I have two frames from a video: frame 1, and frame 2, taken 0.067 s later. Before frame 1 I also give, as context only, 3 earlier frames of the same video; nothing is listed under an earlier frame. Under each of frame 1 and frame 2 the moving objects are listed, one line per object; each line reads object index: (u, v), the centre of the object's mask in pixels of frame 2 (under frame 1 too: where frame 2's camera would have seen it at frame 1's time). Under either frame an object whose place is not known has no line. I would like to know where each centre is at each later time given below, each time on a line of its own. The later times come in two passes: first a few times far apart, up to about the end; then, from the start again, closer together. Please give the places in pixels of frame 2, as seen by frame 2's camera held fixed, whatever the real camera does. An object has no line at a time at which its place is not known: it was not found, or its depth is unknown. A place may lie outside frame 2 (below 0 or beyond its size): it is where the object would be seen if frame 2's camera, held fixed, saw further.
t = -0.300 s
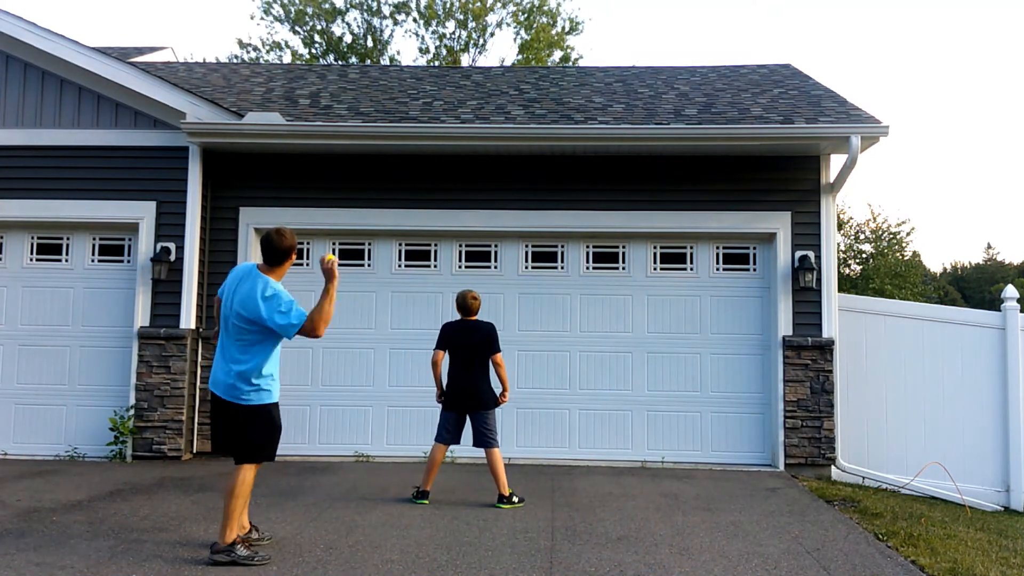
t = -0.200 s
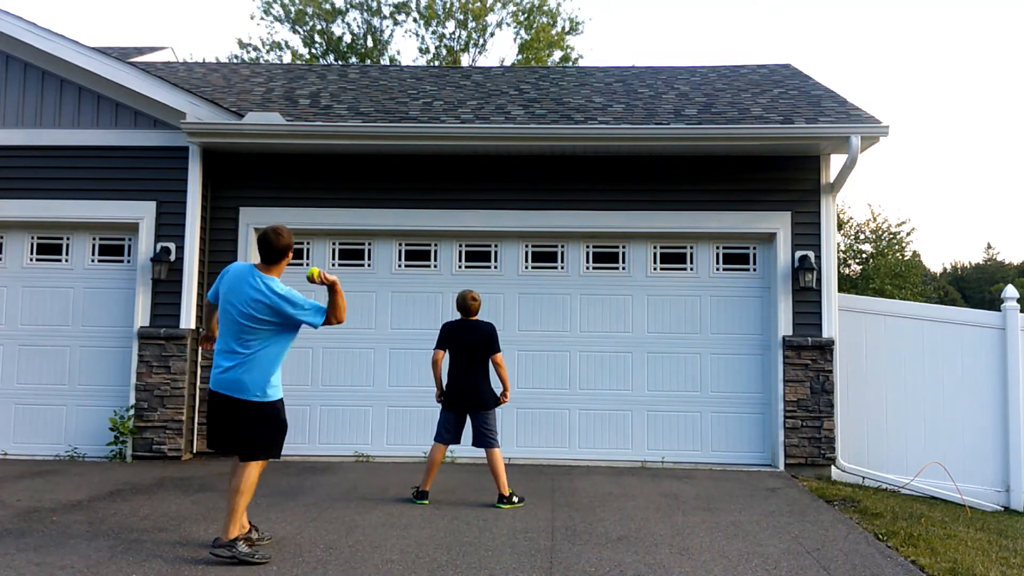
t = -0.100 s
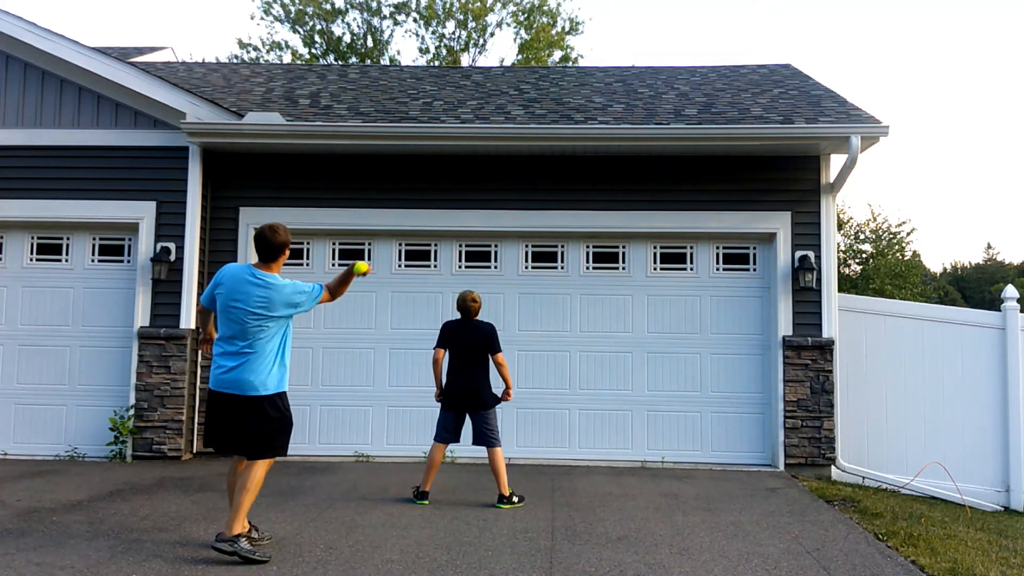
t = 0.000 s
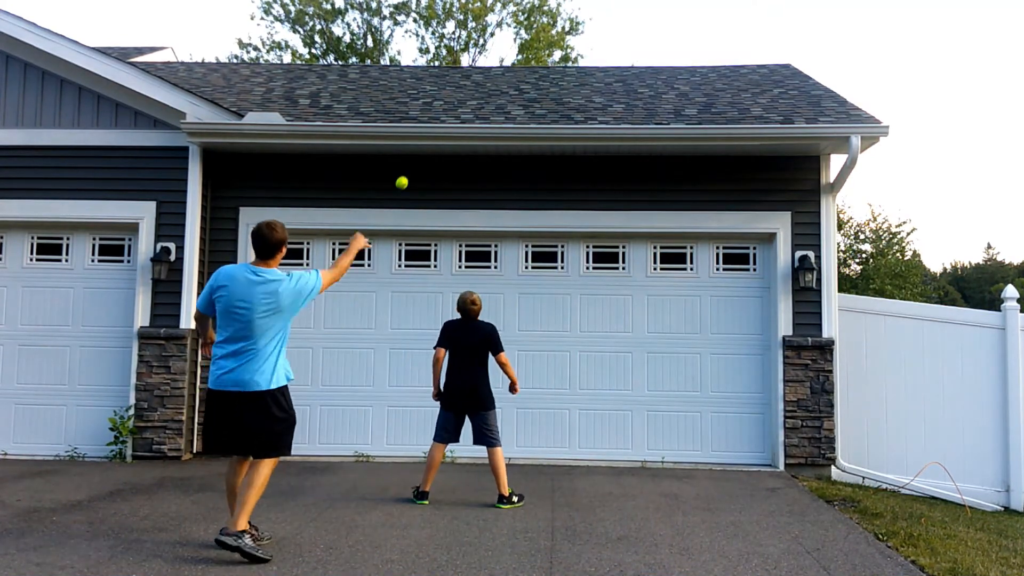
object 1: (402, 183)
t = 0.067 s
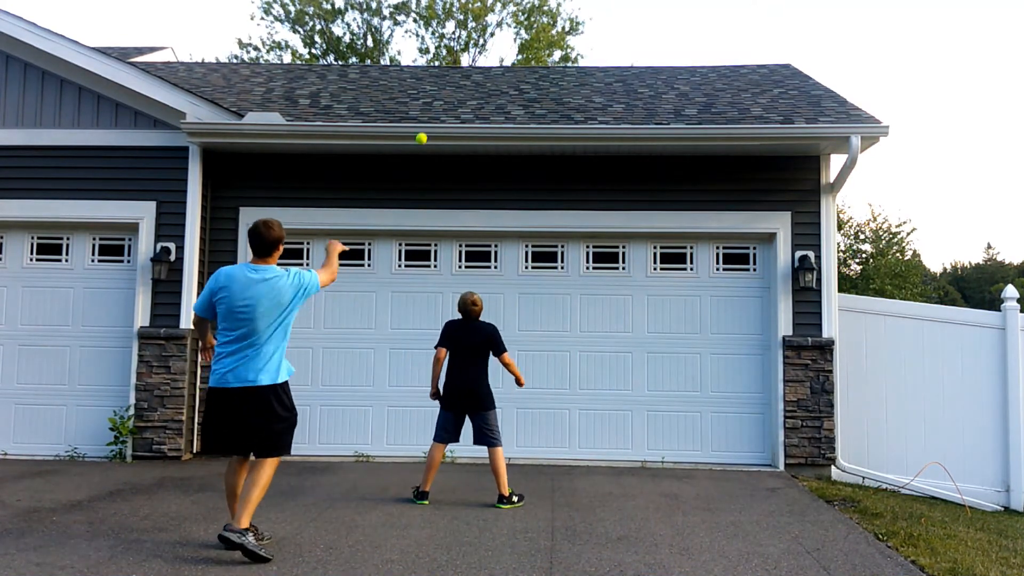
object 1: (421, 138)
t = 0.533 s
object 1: (502, 66)
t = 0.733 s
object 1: (519, 78)
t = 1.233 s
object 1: (549, 73)
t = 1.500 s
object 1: (564, 69)
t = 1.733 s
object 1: (578, 69)
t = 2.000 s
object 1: (593, 74)
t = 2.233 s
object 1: (602, 78)
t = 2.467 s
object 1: (613, 82)
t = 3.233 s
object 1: (648, 110)
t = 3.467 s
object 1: (662, 115)
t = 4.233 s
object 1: (697, 123)
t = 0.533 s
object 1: (502, 66)
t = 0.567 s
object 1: (505, 71)
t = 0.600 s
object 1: (508, 77)
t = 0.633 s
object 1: (511, 83)
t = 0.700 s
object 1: (517, 85)
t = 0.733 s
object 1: (519, 78)
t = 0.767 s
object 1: (521, 71)
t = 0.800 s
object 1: (523, 67)
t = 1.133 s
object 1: (543, 72)
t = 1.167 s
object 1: (545, 78)
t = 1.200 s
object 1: (546, 78)
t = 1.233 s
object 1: (549, 73)
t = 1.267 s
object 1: (550, 69)
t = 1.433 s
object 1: (560, 64)
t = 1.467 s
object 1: (562, 66)
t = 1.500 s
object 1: (564, 69)
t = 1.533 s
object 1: (566, 73)
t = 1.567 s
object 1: (568, 75)
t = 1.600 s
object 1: (570, 72)
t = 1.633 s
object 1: (572, 70)
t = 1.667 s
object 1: (574, 68)
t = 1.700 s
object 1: (576, 68)
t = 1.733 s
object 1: (578, 69)
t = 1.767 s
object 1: (580, 70)
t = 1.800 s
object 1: (582, 72)
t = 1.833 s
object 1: (584, 75)
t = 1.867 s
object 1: (586, 73)
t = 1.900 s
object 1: (588, 72)
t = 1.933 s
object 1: (589, 72)
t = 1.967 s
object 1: (591, 72)
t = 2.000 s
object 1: (593, 74)
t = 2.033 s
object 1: (595, 76)
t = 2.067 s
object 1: (596, 76)
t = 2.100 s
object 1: (597, 76)
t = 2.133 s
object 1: (598, 77)
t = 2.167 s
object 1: (600, 77)
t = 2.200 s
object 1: (601, 77)
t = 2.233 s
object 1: (602, 78)
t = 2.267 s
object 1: (604, 79)
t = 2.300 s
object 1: (605, 79)
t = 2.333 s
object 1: (607, 80)
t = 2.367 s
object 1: (608, 80)
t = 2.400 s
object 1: (610, 81)
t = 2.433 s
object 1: (611, 82)
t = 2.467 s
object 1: (613, 82)
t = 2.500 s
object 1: (614, 82)
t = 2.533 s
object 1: (615, 83)
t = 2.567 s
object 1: (617, 84)
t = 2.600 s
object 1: (618, 85)
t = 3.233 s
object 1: (648, 110)
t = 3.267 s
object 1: (650, 111)
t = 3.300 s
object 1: (652, 111)
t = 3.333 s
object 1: (654, 113)
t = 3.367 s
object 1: (656, 116)
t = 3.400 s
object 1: (658, 120)
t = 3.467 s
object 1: (662, 115)
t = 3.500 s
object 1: (663, 107)
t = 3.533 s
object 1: (665, 102)
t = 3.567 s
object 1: (666, 97)
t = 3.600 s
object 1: (666, 94)
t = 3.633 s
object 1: (668, 91)
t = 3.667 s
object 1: (669, 90)
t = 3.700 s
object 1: (670, 90)
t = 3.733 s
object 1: (672, 92)
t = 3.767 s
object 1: (673, 94)
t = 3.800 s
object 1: (674, 98)
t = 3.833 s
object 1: (675, 102)
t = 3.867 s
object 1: (676, 109)
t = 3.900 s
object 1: (677, 116)
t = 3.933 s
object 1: (679, 113)
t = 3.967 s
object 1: (681, 110)
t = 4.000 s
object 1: (683, 107)
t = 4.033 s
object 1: (685, 106)
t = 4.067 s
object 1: (687, 105)
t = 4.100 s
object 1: (688, 106)
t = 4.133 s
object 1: (691, 108)
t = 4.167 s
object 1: (692, 112)
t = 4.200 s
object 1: (695, 116)
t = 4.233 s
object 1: (697, 123)
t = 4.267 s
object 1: (699, 130)
